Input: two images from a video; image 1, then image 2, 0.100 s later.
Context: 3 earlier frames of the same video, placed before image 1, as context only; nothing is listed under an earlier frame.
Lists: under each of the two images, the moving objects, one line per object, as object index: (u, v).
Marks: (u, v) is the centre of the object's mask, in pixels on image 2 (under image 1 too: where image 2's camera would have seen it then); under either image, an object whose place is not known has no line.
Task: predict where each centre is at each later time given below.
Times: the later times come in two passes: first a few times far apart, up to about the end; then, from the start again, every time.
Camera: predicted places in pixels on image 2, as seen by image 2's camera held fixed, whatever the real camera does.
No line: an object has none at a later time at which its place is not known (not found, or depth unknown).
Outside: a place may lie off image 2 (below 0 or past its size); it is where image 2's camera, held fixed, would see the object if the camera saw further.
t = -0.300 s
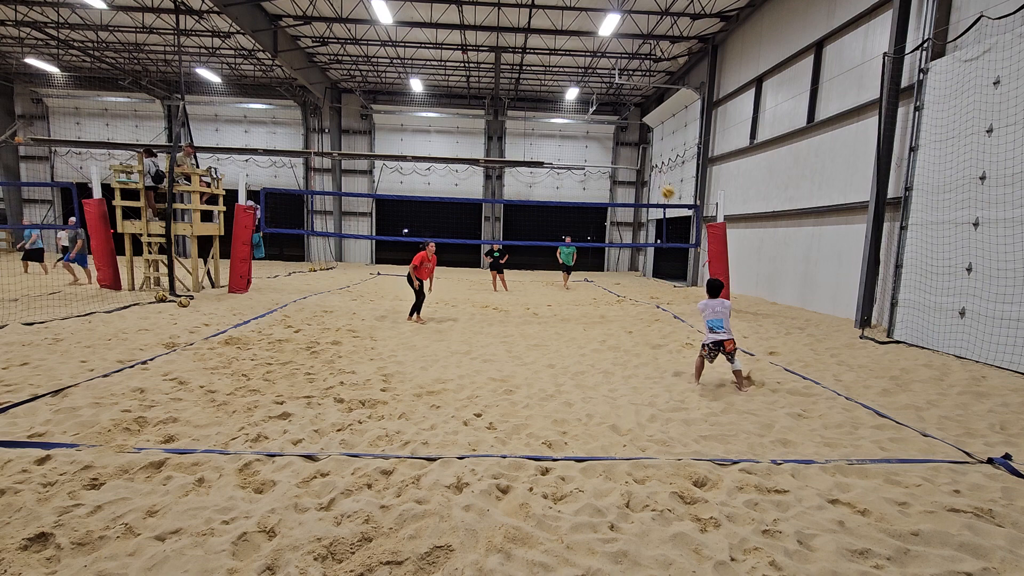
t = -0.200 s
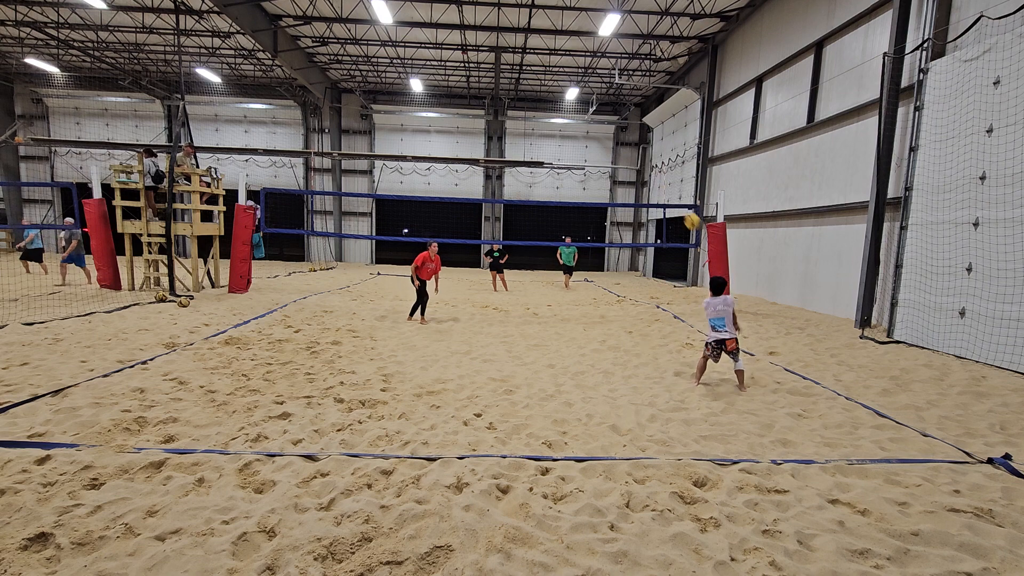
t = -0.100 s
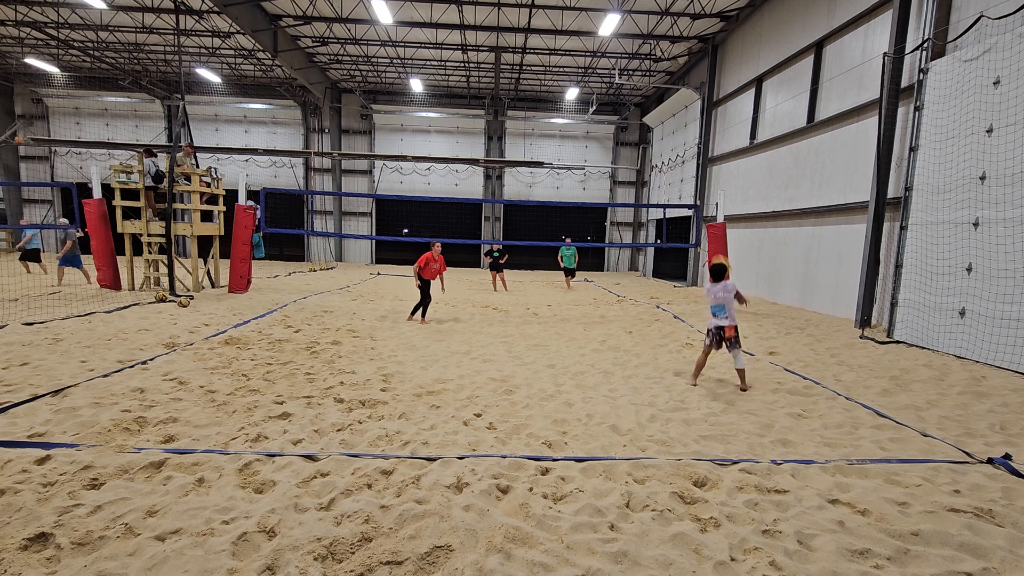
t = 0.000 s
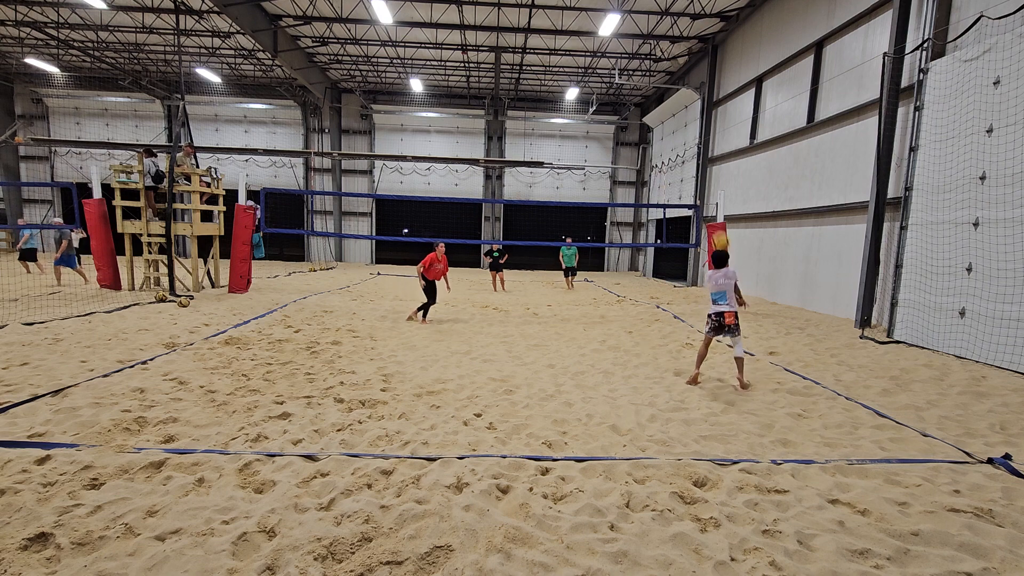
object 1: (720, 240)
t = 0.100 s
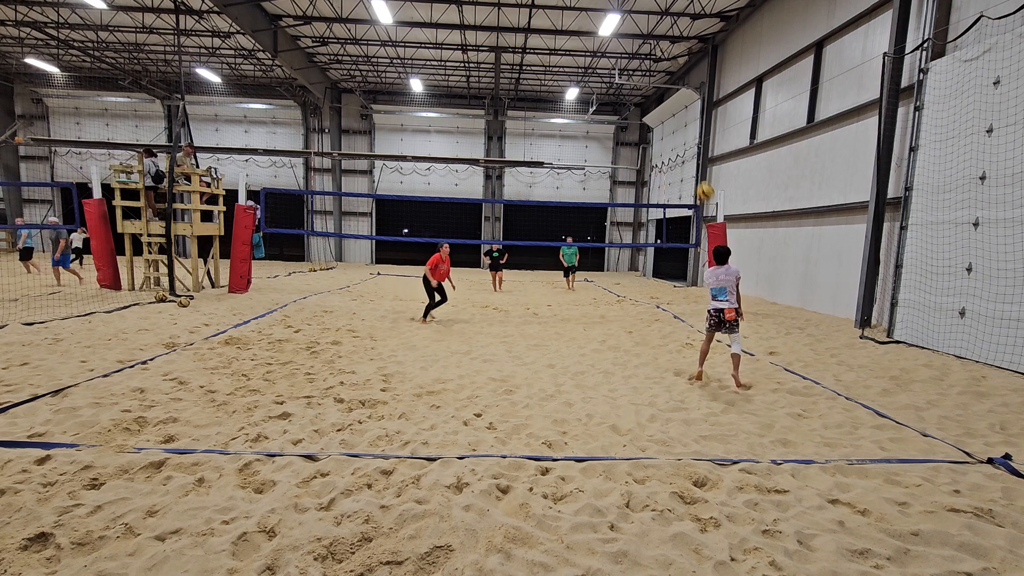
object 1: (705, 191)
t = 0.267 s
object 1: (681, 132)
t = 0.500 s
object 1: (649, 93)
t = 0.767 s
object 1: (616, 97)
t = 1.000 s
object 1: (591, 133)
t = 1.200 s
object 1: (571, 184)
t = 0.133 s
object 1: (701, 177)
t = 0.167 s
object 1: (695, 164)
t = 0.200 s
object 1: (690, 153)
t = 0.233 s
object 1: (686, 142)
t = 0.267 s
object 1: (681, 132)
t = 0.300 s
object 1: (677, 124)
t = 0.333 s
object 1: (672, 116)
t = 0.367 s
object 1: (667, 110)
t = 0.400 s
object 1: (662, 104)
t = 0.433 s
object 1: (657, 99)
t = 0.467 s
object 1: (653, 96)
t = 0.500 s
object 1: (649, 93)
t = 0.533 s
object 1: (645, 91)
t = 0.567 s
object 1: (641, 90)
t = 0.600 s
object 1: (636, 89)
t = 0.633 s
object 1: (632, 89)
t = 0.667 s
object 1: (628, 90)
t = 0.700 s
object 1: (624, 92)
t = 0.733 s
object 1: (620, 94)
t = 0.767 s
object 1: (616, 97)
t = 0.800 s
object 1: (613, 101)
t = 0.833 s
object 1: (609, 105)
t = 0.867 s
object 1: (605, 109)
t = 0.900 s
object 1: (601, 115)
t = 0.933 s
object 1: (598, 120)
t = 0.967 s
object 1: (594, 127)
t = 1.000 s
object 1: (591, 133)
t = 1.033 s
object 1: (588, 141)
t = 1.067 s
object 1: (584, 149)
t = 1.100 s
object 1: (581, 158)
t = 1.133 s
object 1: (577, 166)
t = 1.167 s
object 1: (574, 174)
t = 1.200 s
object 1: (571, 184)
